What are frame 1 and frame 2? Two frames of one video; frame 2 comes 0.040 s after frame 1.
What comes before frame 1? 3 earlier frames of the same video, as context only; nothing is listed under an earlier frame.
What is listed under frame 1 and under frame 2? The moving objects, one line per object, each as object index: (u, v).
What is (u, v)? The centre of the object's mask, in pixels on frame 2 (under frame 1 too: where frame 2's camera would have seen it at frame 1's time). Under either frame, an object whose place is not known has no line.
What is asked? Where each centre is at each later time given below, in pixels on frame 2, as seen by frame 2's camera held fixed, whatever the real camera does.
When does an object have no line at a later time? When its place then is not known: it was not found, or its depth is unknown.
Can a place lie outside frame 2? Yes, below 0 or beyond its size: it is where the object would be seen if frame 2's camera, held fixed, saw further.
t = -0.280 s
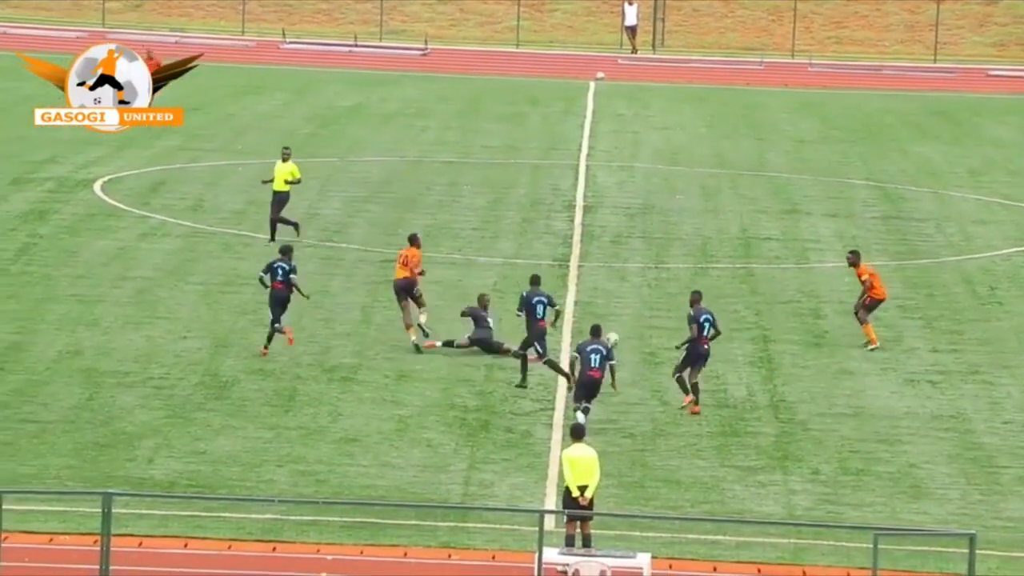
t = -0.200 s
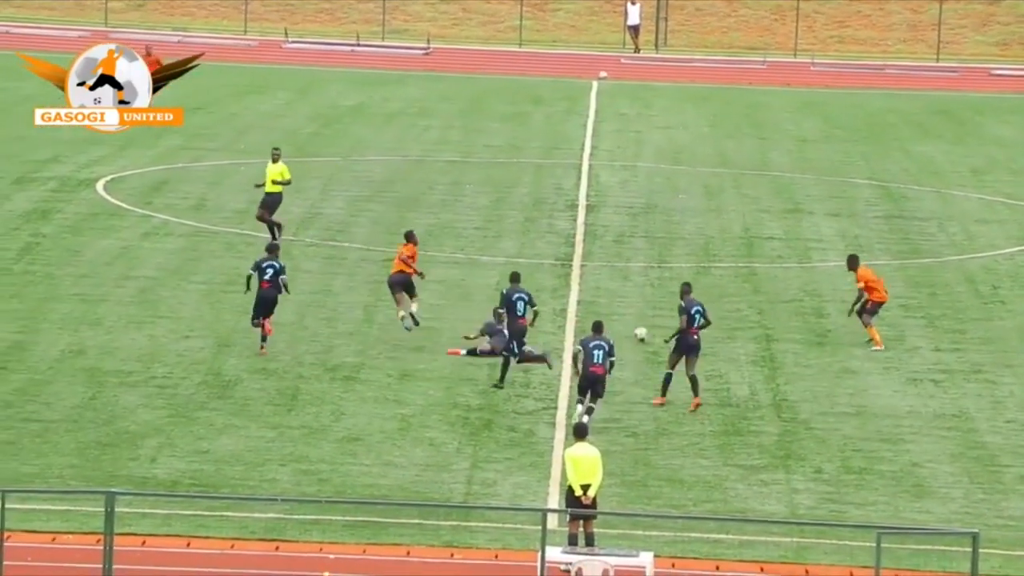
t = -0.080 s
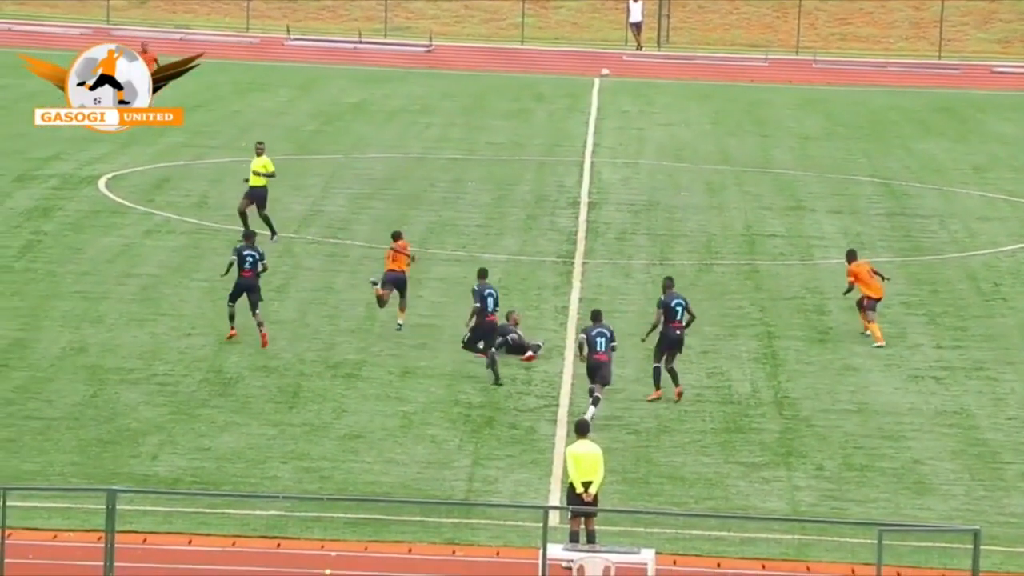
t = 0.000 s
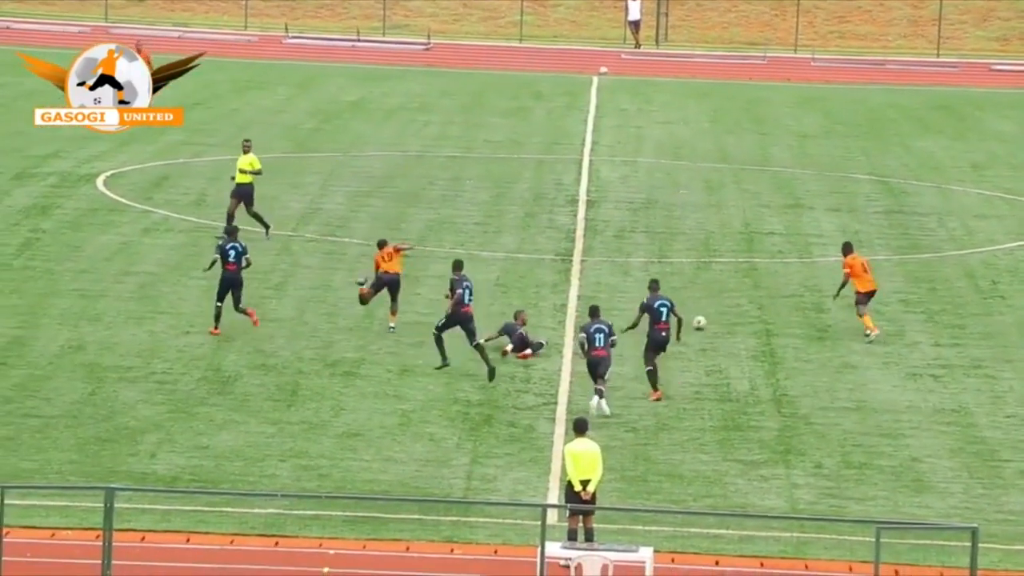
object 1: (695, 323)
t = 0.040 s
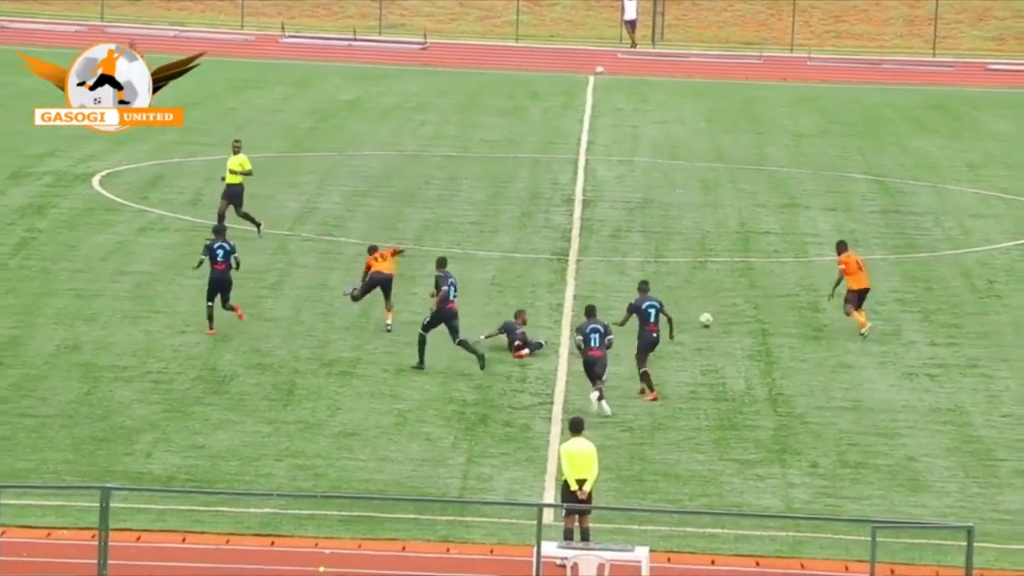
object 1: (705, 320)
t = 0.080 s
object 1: (715, 319)
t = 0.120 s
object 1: (724, 317)
